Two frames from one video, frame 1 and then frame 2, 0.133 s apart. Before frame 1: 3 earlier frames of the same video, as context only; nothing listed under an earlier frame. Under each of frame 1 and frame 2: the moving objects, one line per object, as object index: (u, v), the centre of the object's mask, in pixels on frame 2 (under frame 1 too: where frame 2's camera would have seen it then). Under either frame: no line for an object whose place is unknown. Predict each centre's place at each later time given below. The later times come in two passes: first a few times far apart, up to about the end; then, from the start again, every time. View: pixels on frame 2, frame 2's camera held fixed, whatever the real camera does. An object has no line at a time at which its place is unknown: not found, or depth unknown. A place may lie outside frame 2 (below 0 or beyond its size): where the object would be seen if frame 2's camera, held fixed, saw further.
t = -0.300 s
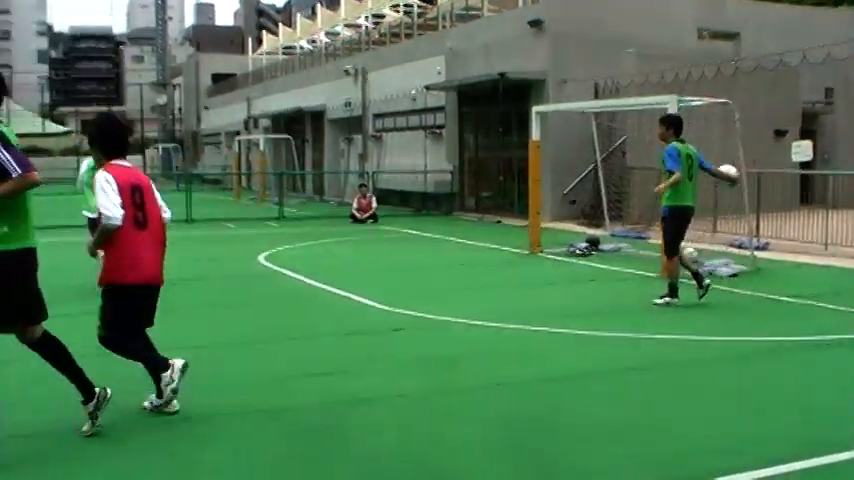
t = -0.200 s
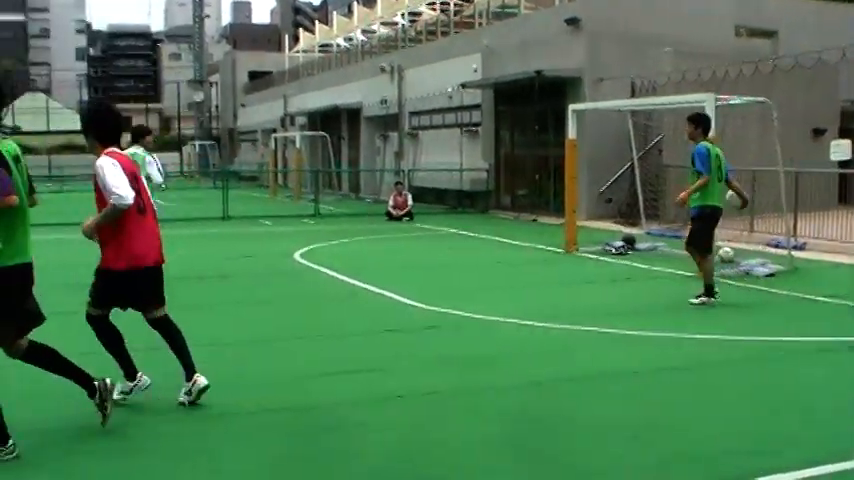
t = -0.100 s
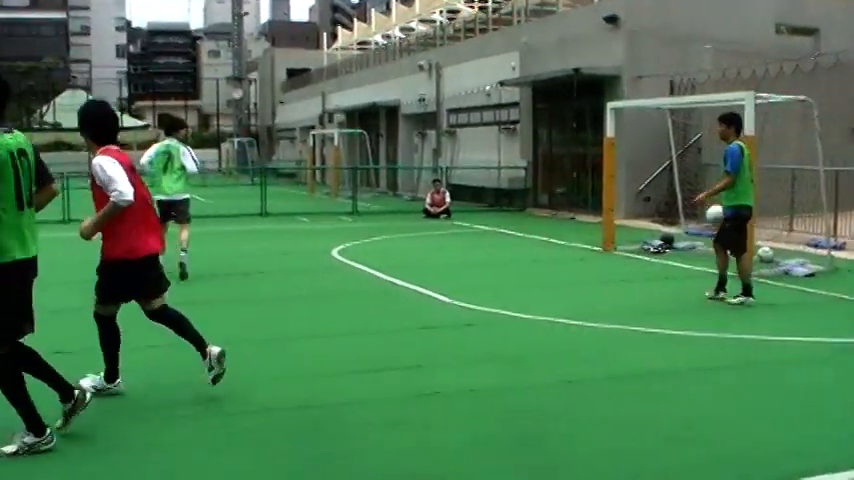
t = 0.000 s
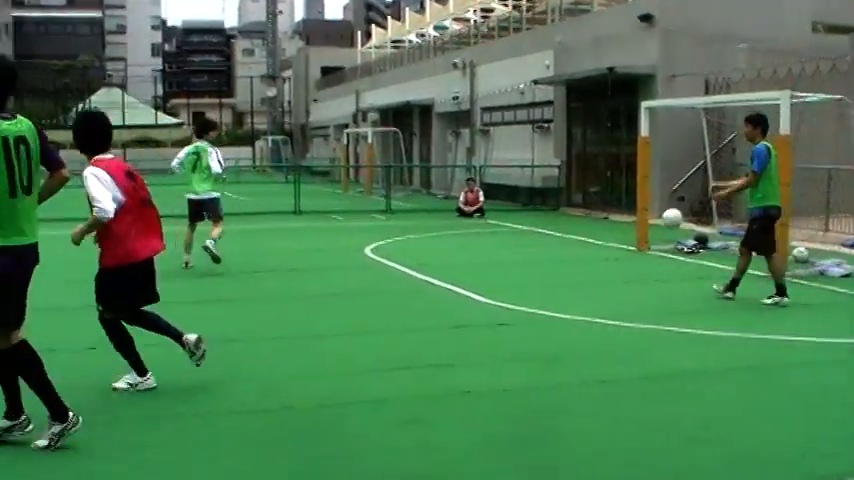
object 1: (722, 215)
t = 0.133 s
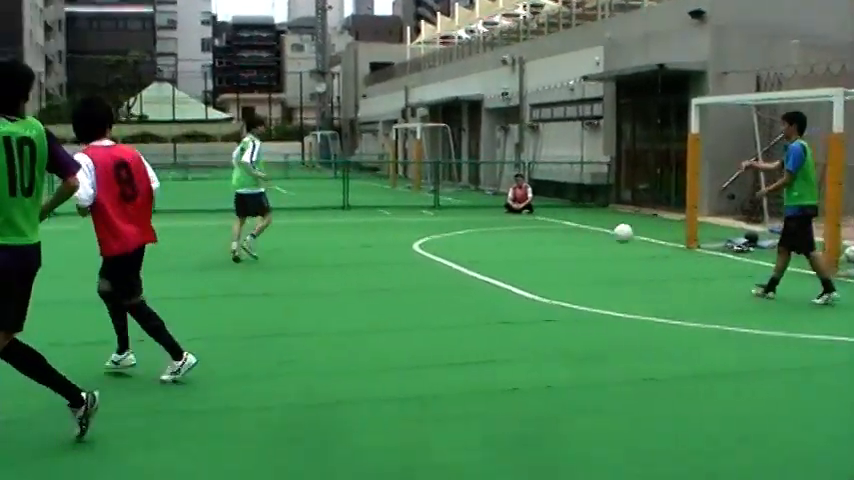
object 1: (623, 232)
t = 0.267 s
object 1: (535, 263)
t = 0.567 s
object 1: (430, 227)
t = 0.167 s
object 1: (600, 240)
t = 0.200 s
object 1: (577, 246)
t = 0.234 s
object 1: (555, 255)
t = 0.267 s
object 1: (535, 263)
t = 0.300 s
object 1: (521, 256)
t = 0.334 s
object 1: (509, 248)
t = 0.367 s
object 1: (497, 242)
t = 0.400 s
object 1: (485, 237)
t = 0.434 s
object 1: (473, 233)
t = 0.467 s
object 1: (462, 230)
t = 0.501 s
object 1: (451, 228)
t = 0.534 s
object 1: (440, 227)
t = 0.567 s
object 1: (430, 227)
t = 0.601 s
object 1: (420, 228)
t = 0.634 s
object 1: (410, 230)
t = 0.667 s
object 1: (401, 233)
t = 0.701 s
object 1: (391, 236)
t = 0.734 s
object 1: (383, 241)
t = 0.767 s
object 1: (375, 246)
